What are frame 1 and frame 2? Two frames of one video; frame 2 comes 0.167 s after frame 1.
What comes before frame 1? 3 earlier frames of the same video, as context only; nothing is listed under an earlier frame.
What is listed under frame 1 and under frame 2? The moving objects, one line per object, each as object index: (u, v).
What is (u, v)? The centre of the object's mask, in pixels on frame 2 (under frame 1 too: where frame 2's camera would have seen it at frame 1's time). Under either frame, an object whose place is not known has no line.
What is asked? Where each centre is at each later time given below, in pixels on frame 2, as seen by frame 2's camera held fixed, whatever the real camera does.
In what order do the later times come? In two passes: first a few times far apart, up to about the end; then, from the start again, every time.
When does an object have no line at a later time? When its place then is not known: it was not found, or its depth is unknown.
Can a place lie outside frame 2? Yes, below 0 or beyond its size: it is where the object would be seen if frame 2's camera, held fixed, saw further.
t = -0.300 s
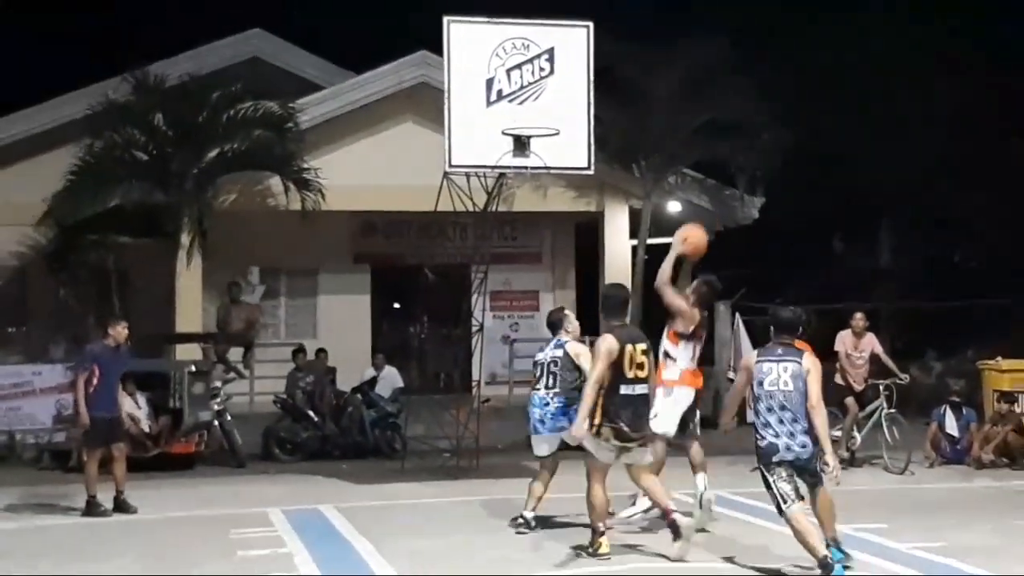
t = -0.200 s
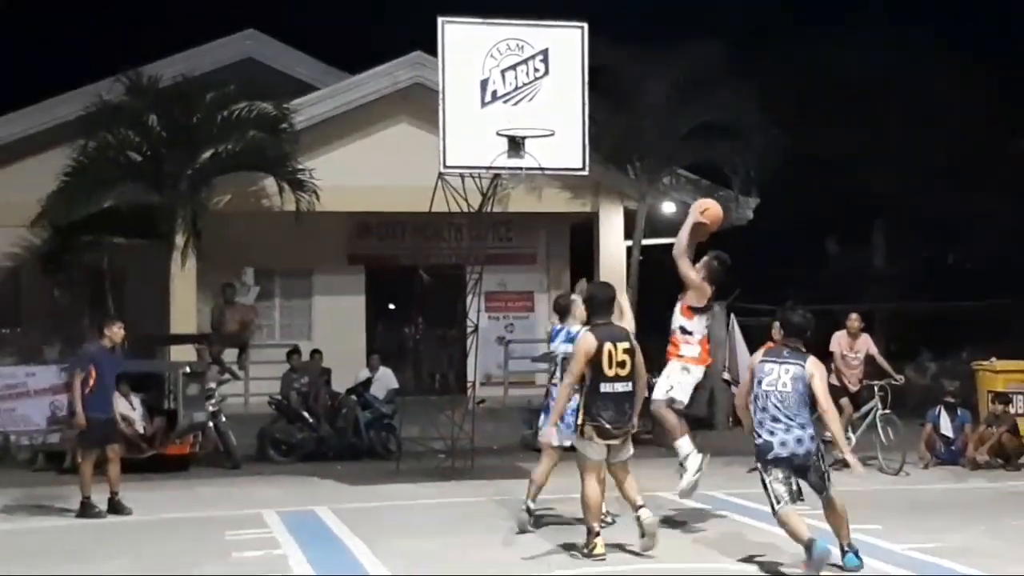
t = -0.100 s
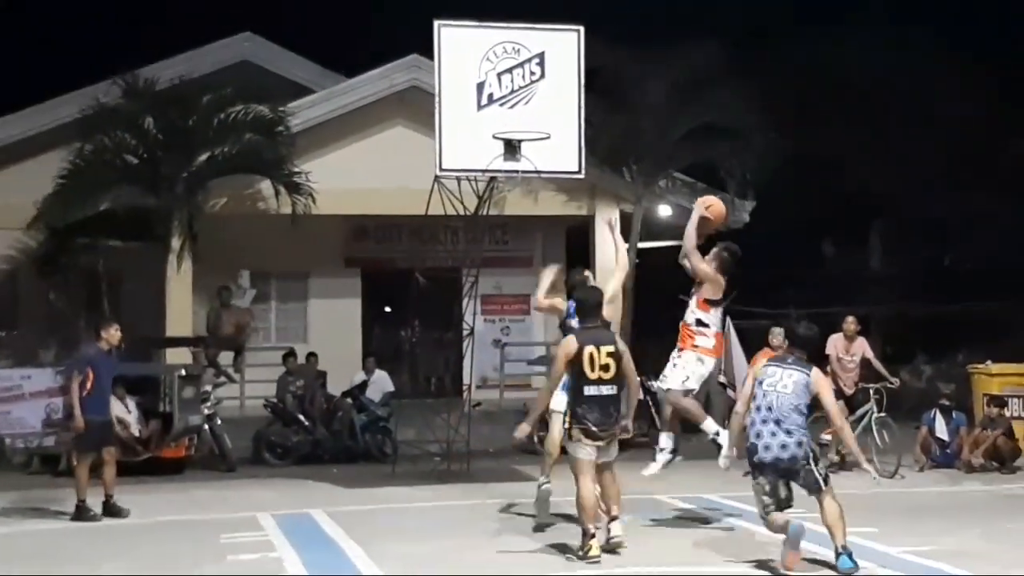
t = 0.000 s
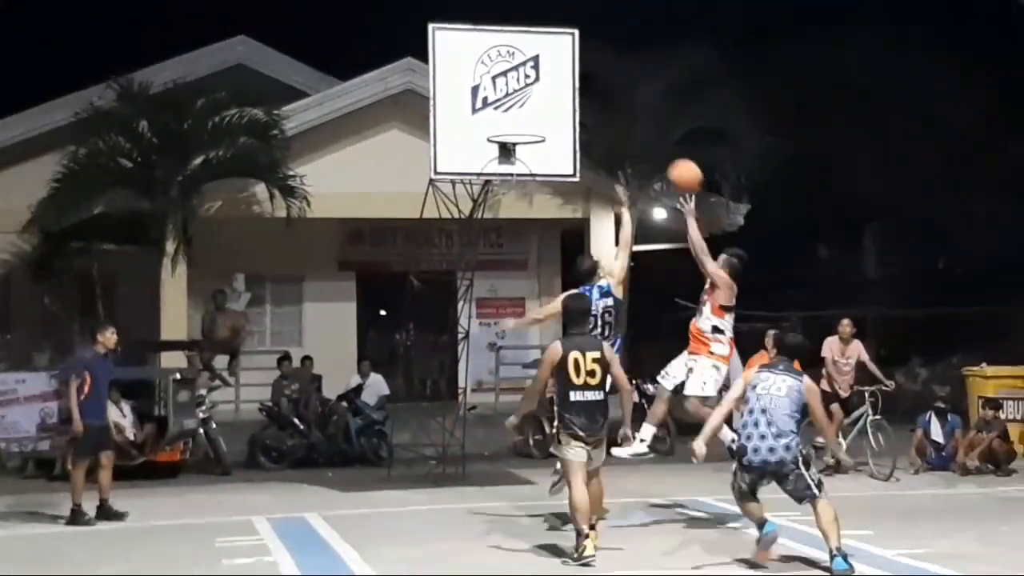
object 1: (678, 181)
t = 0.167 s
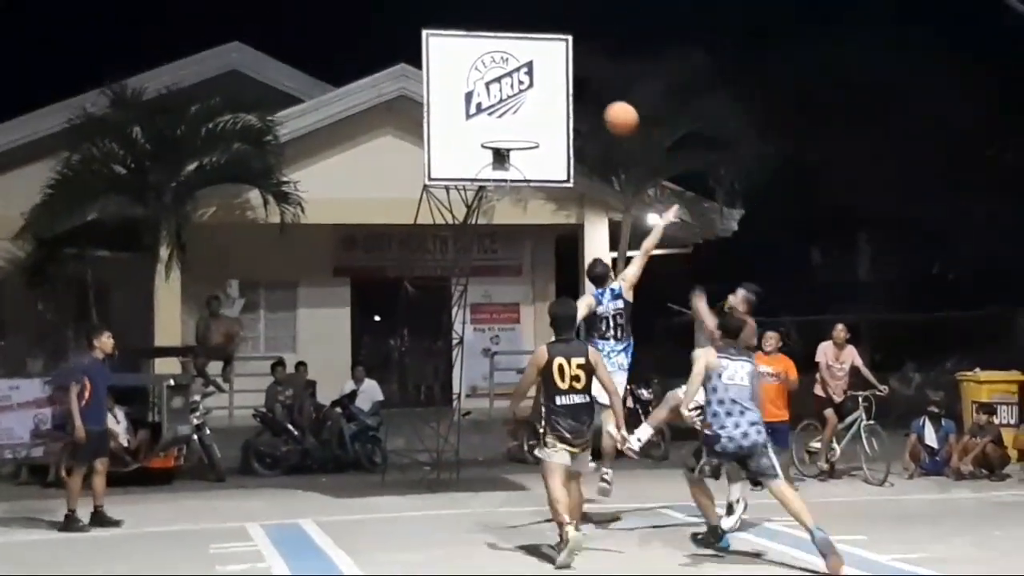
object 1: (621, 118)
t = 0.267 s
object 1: (588, 98)
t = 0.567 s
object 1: (497, 115)
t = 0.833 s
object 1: (457, 156)
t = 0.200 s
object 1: (610, 110)
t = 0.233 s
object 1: (599, 103)
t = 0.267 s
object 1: (588, 98)
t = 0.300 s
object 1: (579, 95)
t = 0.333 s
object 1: (569, 92)
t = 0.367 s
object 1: (557, 91)
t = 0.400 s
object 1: (546, 91)
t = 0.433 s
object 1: (535, 93)
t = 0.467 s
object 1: (526, 97)
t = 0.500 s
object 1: (516, 101)
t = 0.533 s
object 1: (506, 108)
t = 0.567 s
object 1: (497, 115)
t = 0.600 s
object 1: (486, 123)
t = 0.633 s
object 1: (477, 133)
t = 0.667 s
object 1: (470, 137)
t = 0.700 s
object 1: (468, 139)
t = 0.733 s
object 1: (465, 141)
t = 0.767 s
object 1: (462, 144)
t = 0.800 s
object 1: (460, 149)
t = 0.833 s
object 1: (457, 156)
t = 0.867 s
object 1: (455, 164)
